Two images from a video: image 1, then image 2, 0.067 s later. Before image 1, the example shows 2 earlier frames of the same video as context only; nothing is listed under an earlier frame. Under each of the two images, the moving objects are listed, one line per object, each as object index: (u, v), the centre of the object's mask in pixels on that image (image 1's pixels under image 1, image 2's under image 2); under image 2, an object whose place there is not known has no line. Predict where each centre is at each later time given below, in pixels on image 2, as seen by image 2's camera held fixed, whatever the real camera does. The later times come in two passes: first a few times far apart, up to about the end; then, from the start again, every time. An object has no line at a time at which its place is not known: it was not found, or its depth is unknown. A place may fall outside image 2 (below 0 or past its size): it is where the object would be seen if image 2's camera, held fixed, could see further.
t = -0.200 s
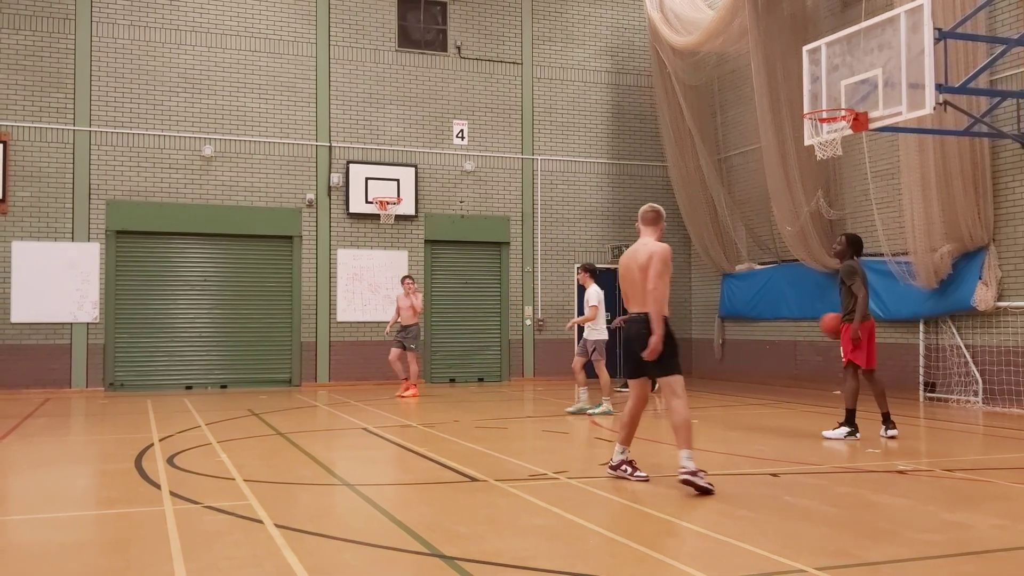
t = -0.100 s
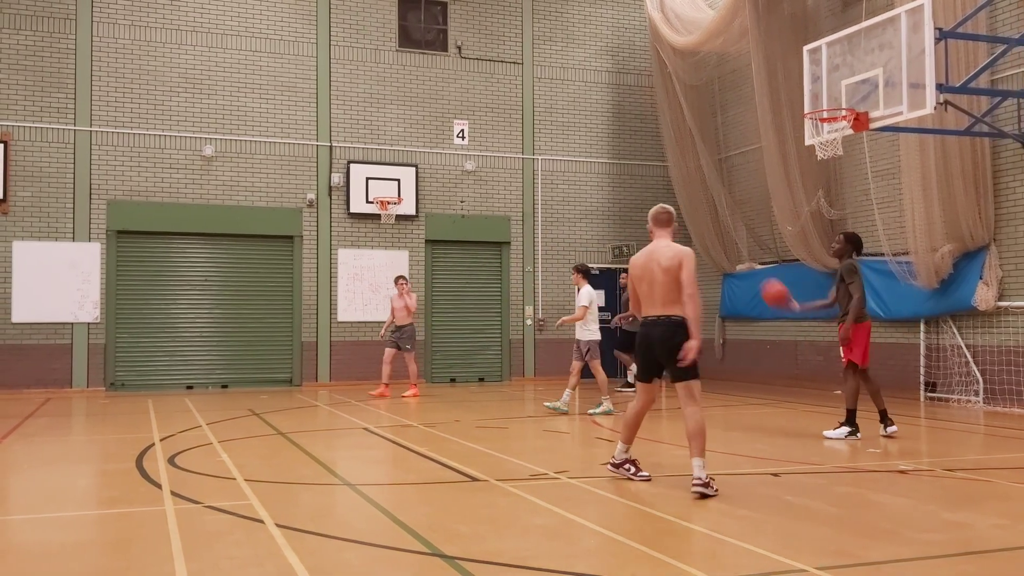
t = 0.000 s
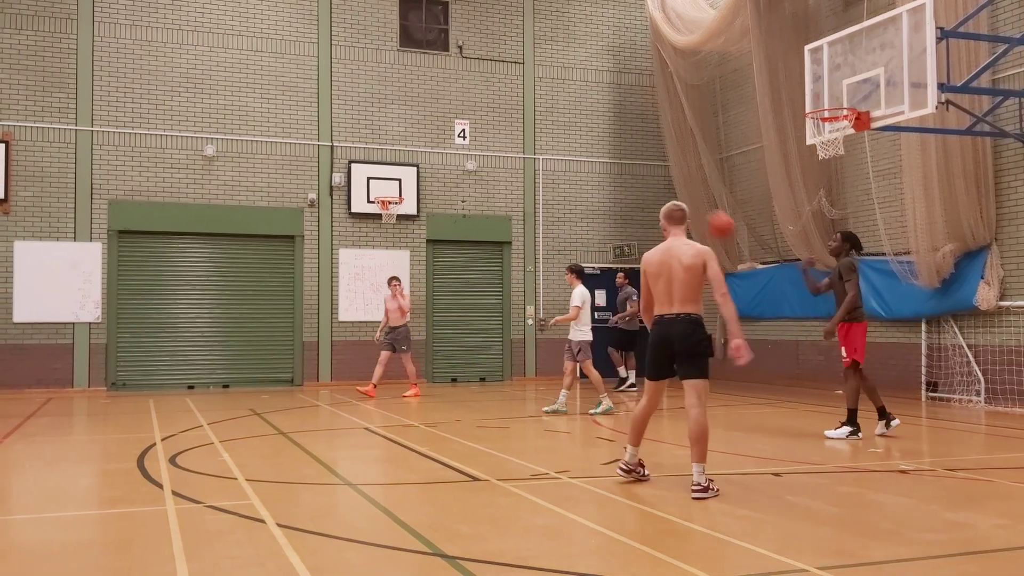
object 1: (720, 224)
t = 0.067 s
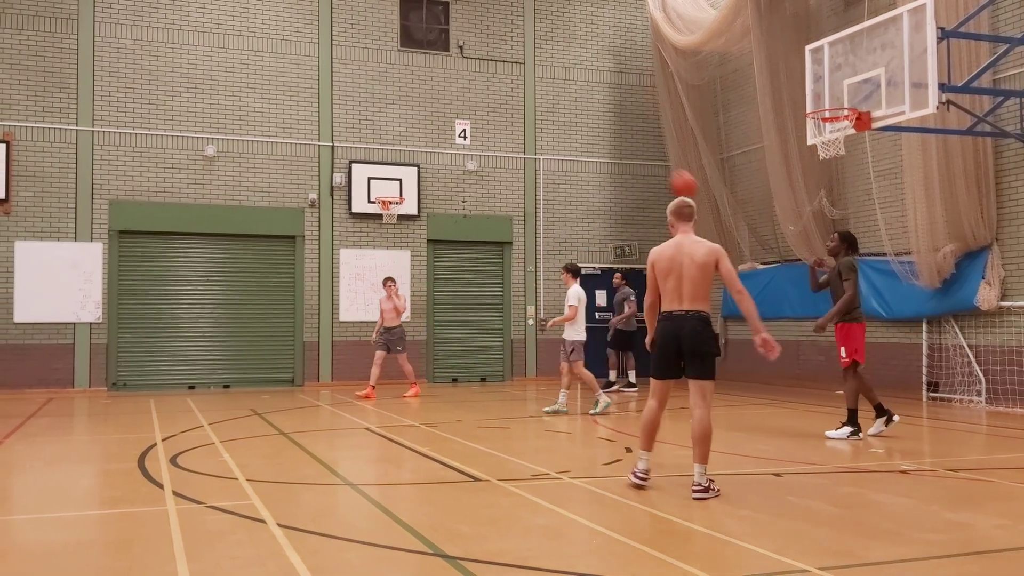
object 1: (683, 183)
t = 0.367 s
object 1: (502, 51)
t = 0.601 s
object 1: (348, 11)
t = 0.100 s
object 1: (664, 165)
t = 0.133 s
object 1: (644, 147)
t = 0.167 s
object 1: (625, 130)
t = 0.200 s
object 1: (605, 115)
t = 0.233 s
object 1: (585, 100)
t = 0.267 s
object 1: (564, 86)
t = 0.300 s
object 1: (544, 74)
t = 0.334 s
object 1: (524, 62)
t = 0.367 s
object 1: (502, 51)
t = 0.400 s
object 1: (480, 41)
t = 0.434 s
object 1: (460, 33)
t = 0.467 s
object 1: (437, 26)
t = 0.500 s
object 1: (417, 20)
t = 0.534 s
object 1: (393, 14)
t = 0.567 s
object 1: (369, 12)
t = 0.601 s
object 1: (348, 11)
